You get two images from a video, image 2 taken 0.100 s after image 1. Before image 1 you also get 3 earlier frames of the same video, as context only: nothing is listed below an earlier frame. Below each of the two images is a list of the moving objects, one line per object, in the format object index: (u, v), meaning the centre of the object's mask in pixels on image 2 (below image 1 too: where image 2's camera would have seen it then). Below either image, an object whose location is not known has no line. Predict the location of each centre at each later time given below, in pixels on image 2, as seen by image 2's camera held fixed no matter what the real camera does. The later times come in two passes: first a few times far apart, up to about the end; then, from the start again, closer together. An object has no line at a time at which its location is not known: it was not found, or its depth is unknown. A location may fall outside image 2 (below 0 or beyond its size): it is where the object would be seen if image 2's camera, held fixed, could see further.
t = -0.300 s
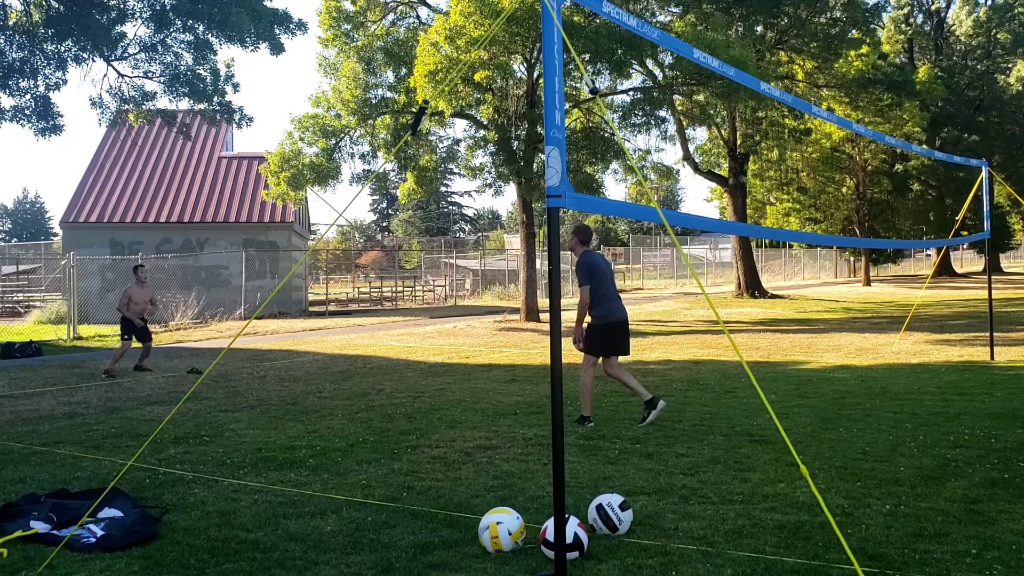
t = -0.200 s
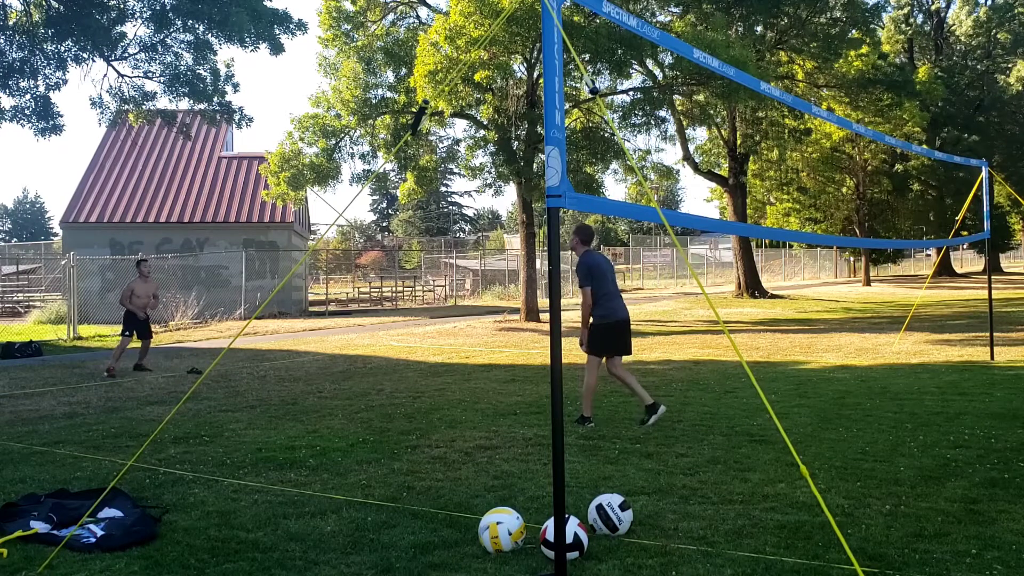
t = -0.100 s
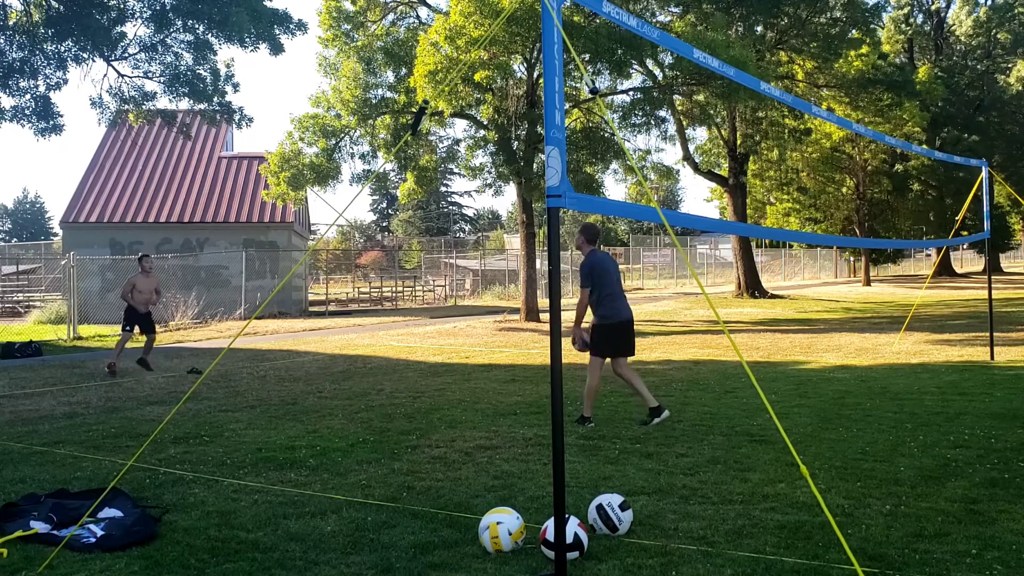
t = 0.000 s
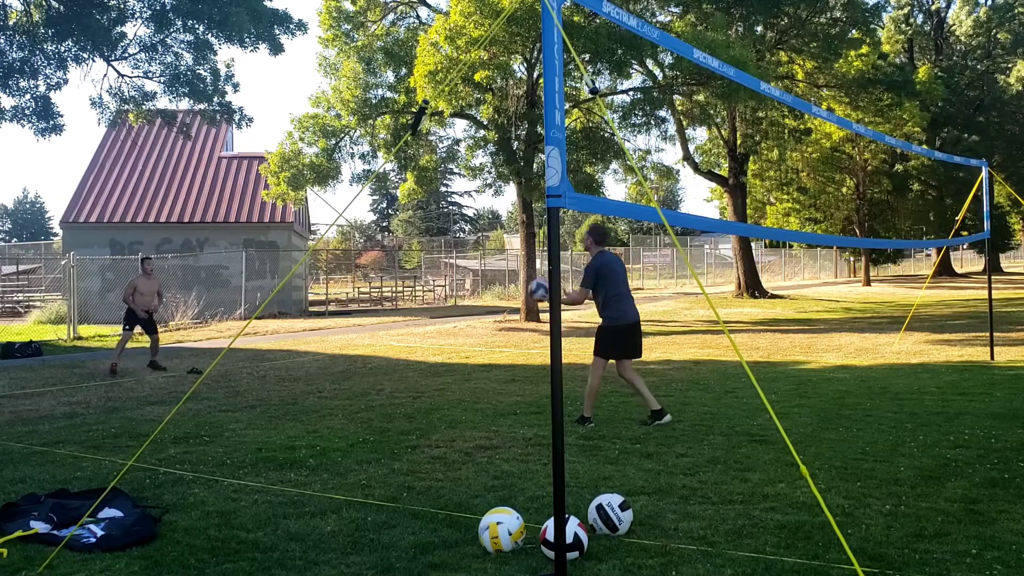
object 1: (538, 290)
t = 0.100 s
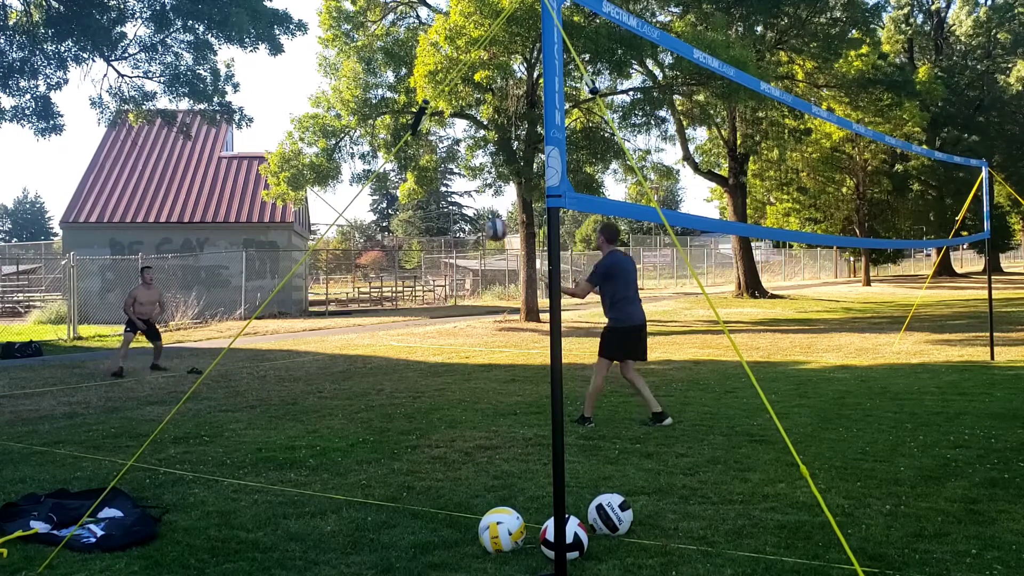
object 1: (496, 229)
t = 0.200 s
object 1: (456, 181)
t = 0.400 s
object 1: (380, 121)
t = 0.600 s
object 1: (311, 107)
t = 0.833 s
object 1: (241, 140)
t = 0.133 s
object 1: (483, 212)
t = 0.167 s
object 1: (469, 197)
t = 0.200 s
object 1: (456, 181)
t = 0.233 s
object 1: (443, 168)
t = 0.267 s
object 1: (428, 157)
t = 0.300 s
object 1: (416, 145)
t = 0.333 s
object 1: (403, 135)
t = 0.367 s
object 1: (392, 129)
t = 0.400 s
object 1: (380, 121)
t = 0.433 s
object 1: (367, 116)
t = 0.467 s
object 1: (356, 112)
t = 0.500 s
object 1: (345, 109)
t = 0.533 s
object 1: (333, 107)
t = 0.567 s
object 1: (322, 106)
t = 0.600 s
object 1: (311, 107)
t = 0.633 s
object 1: (301, 108)
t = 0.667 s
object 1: (290, 111)
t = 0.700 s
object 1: (280, 115)
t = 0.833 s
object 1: (241, 140)
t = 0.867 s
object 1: (231, 149)
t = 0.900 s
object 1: (221, 159)
